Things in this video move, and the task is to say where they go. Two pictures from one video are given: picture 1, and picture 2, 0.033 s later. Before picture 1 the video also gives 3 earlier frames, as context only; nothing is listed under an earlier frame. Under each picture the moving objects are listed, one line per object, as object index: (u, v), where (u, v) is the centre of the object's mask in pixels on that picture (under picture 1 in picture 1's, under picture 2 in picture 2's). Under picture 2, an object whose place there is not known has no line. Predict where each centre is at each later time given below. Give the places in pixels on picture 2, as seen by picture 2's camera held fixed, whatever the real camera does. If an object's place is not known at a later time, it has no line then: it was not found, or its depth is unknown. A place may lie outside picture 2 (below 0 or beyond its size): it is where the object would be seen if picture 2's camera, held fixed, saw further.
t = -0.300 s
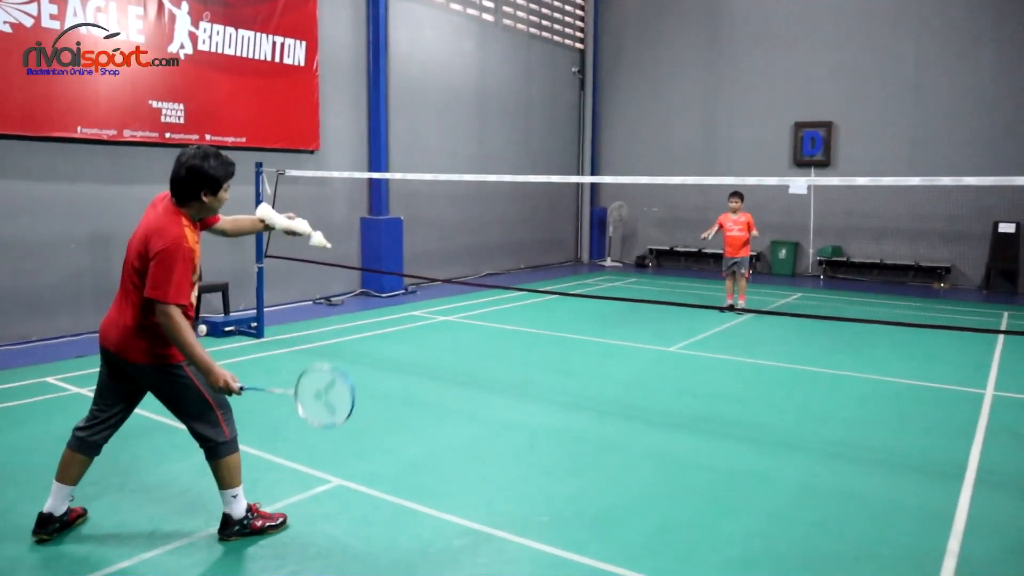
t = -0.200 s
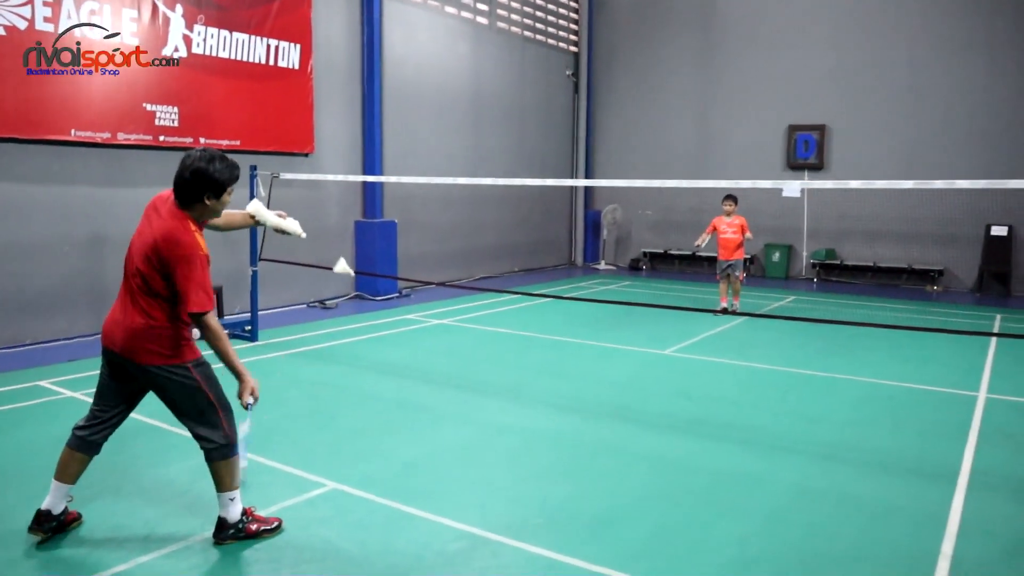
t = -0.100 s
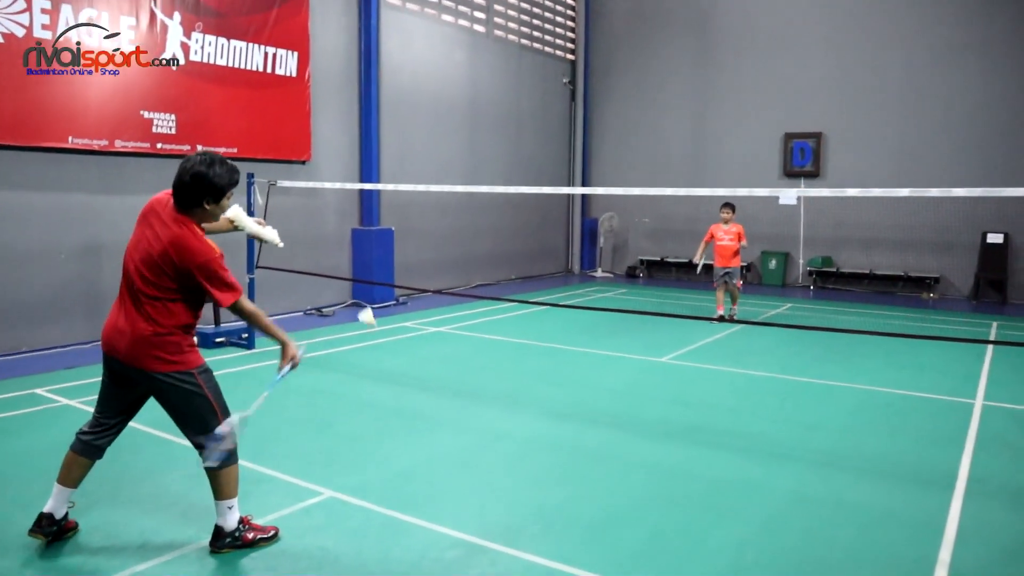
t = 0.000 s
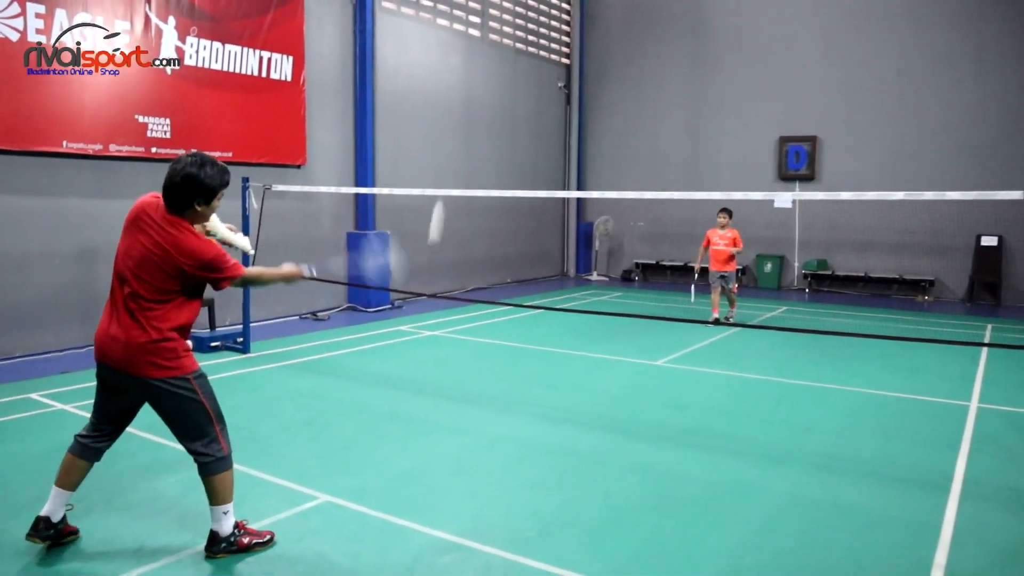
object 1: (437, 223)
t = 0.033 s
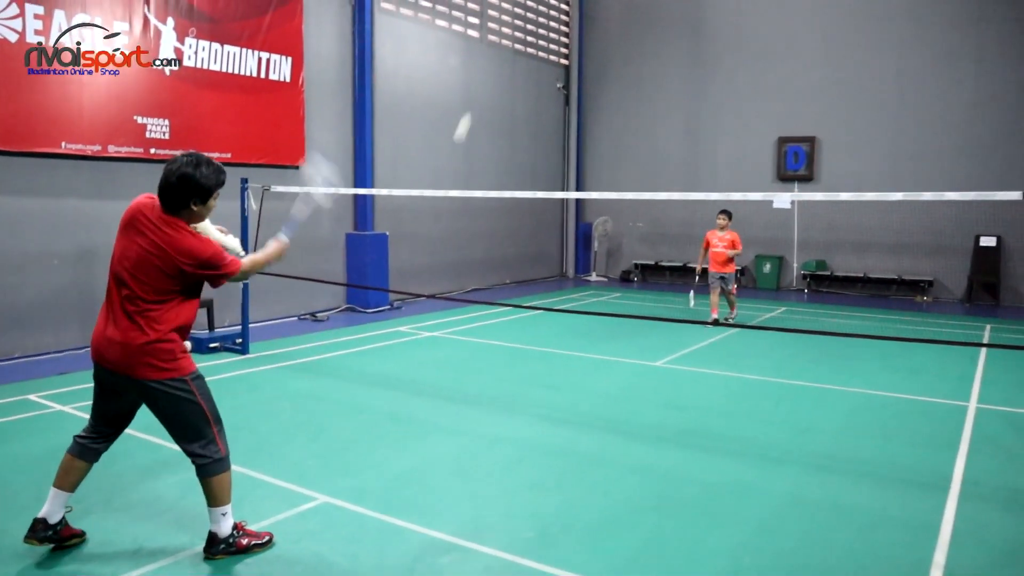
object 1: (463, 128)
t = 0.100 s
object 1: (503, 17)
